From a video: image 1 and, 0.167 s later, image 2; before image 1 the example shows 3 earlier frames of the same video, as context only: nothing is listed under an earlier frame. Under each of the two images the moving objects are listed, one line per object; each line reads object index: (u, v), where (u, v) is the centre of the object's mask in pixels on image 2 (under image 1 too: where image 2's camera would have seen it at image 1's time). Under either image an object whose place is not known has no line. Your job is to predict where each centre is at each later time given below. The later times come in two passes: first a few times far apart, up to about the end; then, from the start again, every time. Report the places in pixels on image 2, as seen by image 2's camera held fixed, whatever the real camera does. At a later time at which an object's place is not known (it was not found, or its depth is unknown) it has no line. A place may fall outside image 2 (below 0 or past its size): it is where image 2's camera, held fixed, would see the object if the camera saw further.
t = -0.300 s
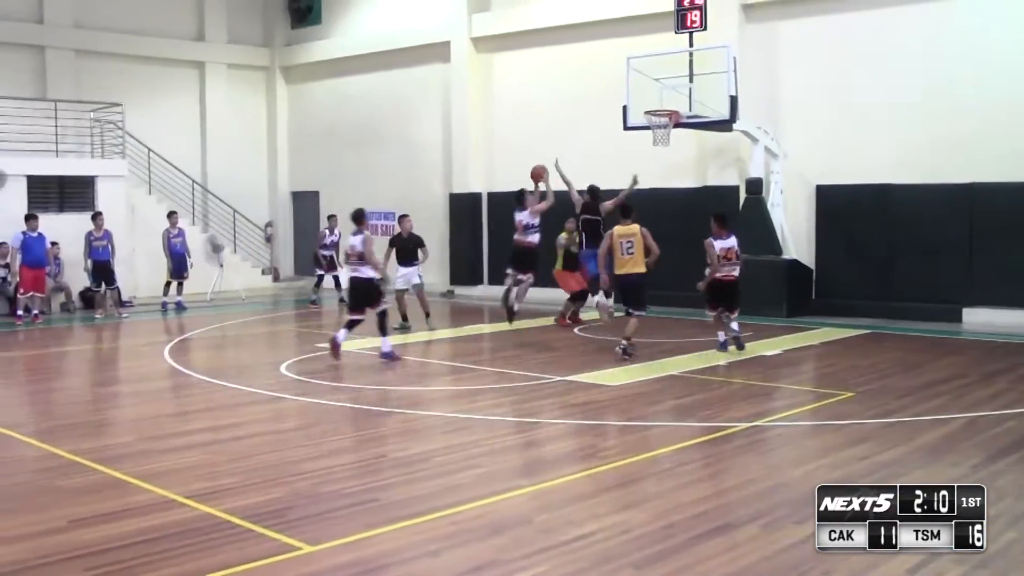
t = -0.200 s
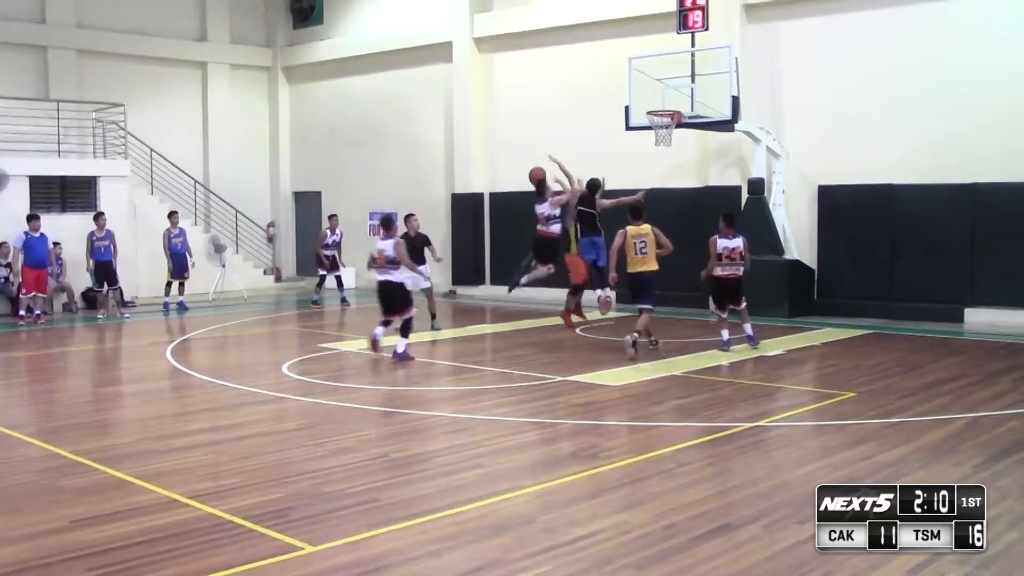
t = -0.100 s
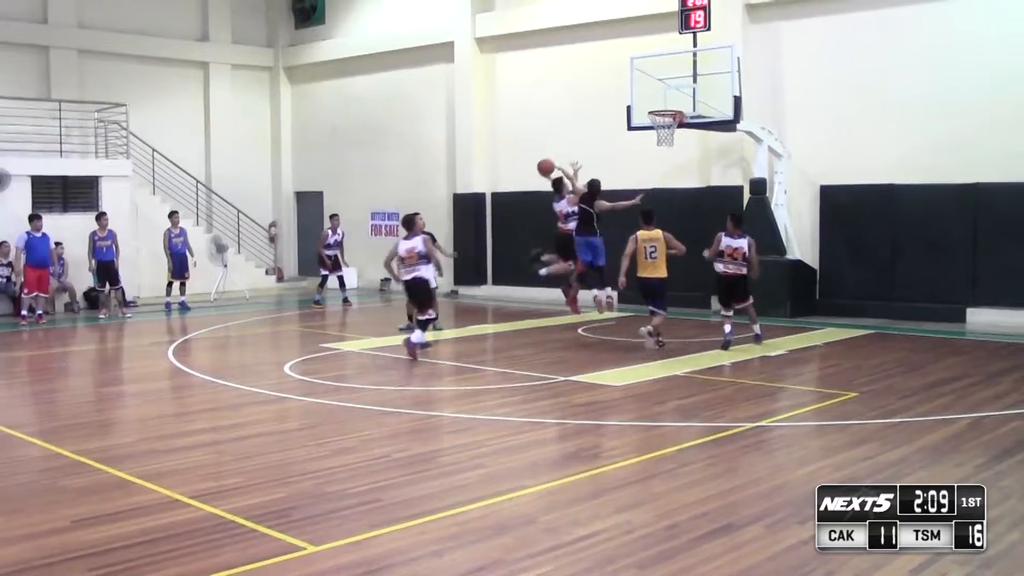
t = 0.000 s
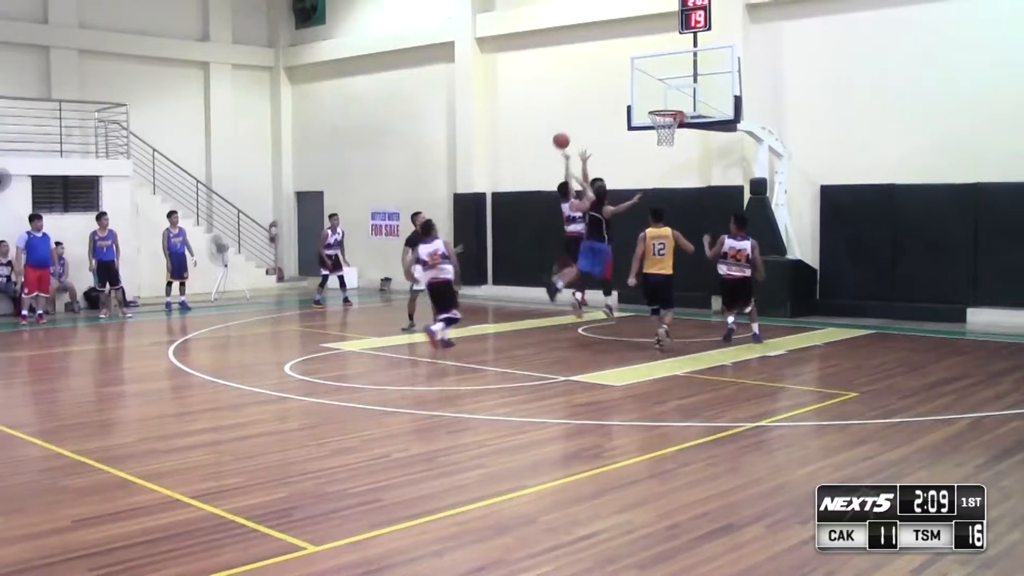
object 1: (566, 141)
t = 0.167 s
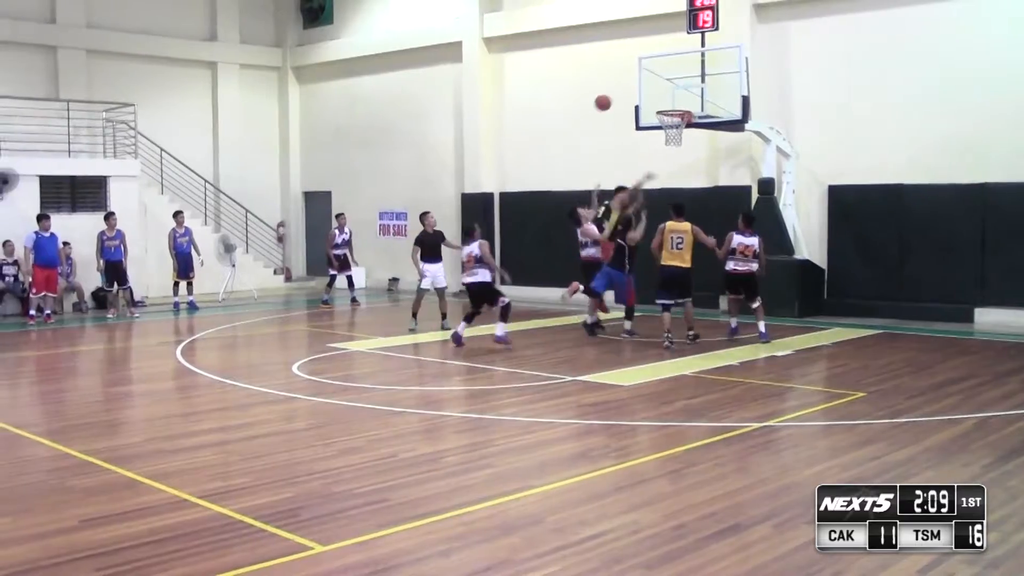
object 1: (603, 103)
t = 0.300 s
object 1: (629, 86)
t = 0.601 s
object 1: (684, 96)
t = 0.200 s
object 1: (610, 97)
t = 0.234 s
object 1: (616, 93)
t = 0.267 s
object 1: (623, 90)
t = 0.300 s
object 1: (629, 86)
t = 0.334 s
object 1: (636, 85)
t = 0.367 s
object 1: (642, 84)
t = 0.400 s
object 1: (649, 83)
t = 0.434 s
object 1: (656, 83)
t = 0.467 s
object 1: (662, 84)
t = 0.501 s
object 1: (669, 87)
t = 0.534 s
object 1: (675, 89)
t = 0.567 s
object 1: (681, 93)
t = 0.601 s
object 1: (684, 96)
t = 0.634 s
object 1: (683, 99)
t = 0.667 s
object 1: (681, 103)
